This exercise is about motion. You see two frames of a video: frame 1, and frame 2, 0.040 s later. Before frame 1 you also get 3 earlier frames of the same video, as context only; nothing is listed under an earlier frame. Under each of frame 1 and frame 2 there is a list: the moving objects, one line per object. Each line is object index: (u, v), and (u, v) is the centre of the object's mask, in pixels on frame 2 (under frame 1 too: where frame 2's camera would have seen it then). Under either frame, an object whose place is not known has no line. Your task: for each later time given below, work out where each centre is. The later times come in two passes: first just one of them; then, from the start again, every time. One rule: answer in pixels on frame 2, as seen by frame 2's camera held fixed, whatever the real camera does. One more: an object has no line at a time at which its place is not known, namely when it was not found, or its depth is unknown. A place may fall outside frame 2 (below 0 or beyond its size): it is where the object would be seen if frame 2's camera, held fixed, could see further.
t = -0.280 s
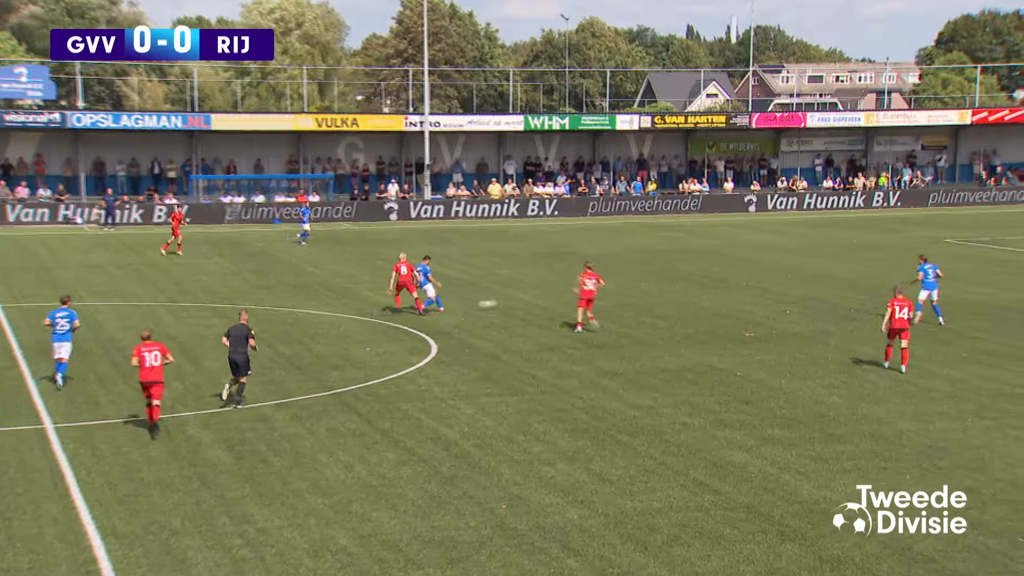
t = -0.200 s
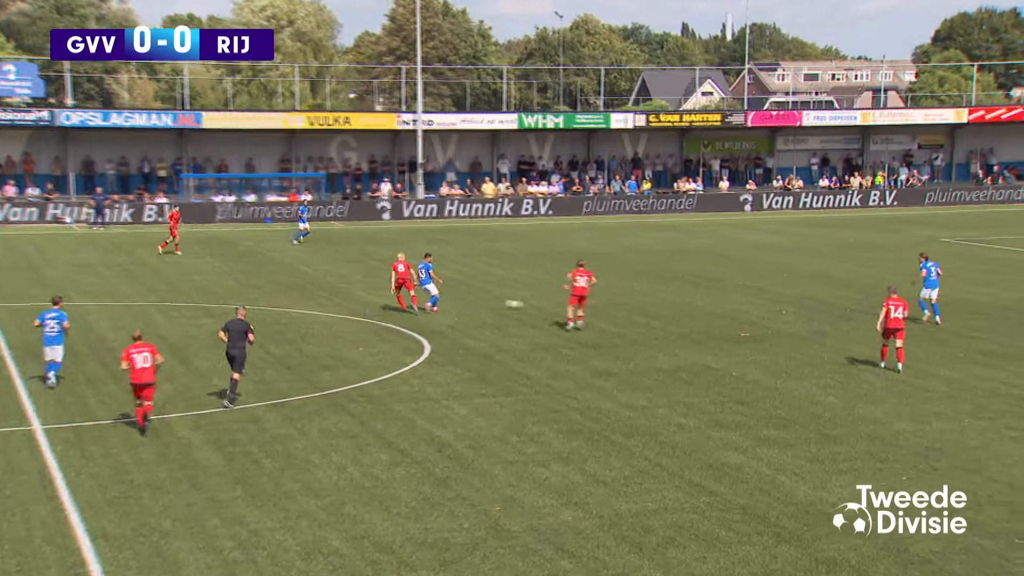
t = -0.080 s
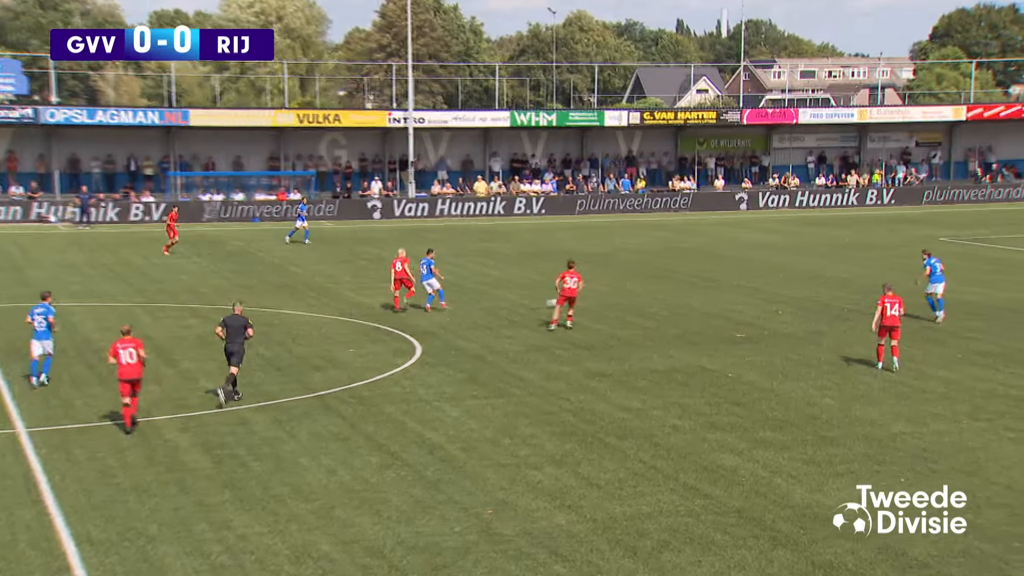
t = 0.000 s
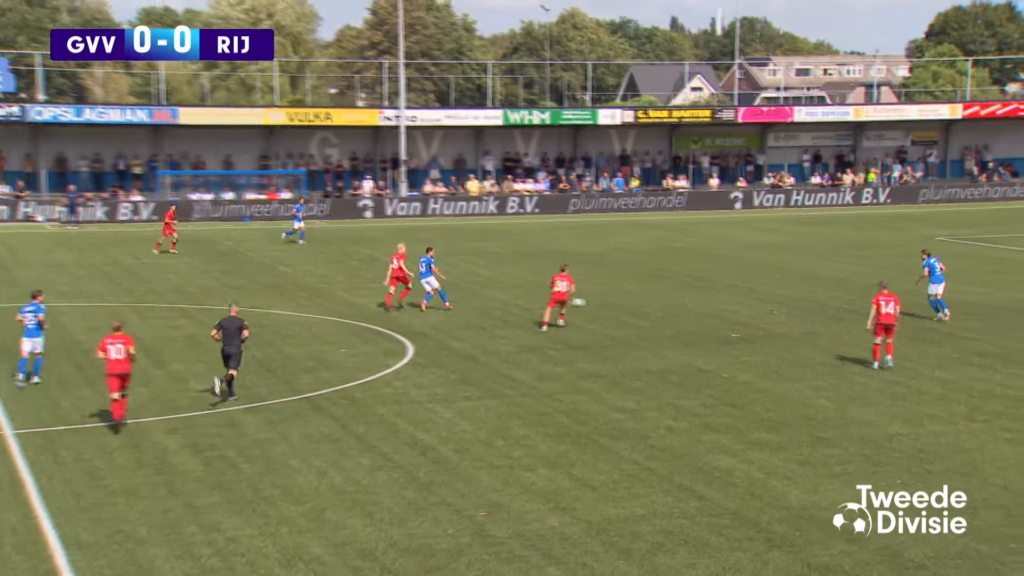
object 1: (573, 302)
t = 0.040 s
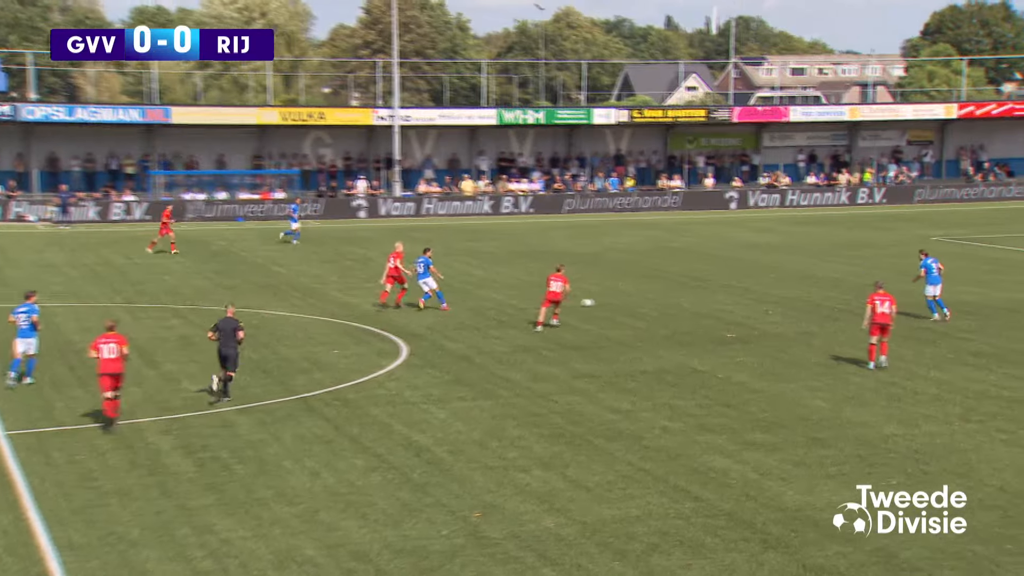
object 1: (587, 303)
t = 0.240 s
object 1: (652, 301)
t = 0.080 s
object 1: (601, 302)
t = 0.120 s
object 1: (614, 300)
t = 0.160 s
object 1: (627, 300)
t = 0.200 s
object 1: (639, 300)
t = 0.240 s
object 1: (652, 301)
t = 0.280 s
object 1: (663, 300)
